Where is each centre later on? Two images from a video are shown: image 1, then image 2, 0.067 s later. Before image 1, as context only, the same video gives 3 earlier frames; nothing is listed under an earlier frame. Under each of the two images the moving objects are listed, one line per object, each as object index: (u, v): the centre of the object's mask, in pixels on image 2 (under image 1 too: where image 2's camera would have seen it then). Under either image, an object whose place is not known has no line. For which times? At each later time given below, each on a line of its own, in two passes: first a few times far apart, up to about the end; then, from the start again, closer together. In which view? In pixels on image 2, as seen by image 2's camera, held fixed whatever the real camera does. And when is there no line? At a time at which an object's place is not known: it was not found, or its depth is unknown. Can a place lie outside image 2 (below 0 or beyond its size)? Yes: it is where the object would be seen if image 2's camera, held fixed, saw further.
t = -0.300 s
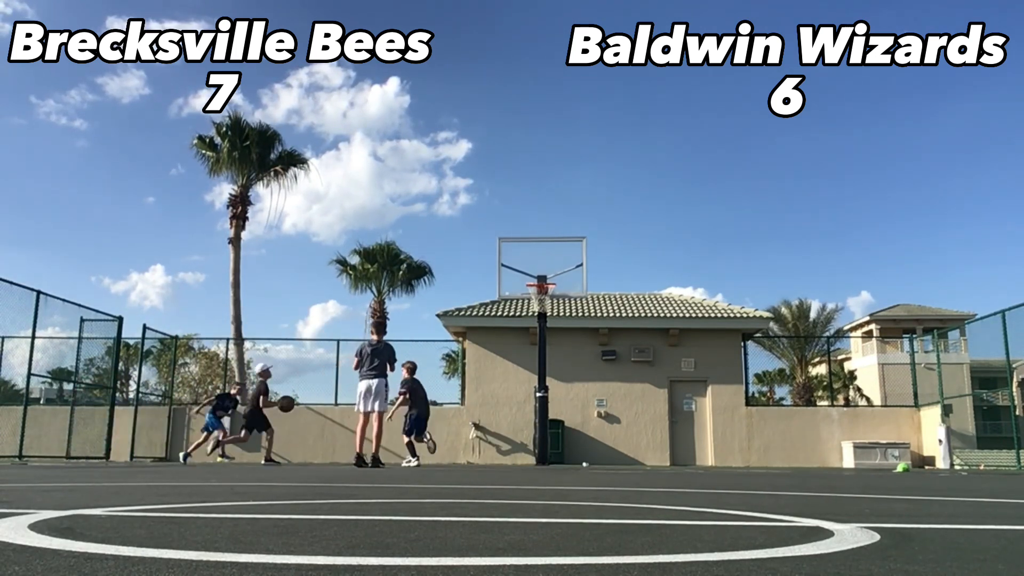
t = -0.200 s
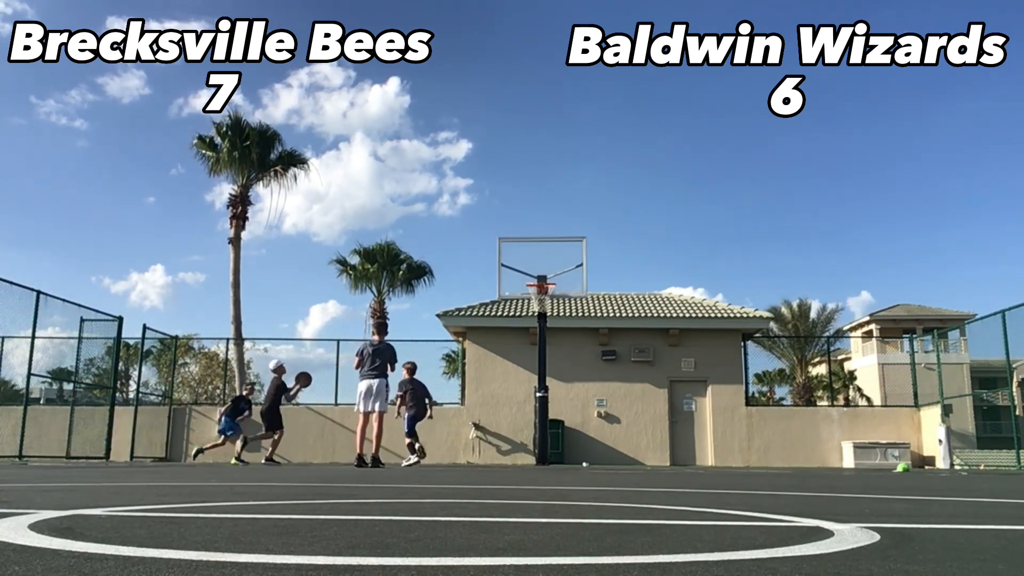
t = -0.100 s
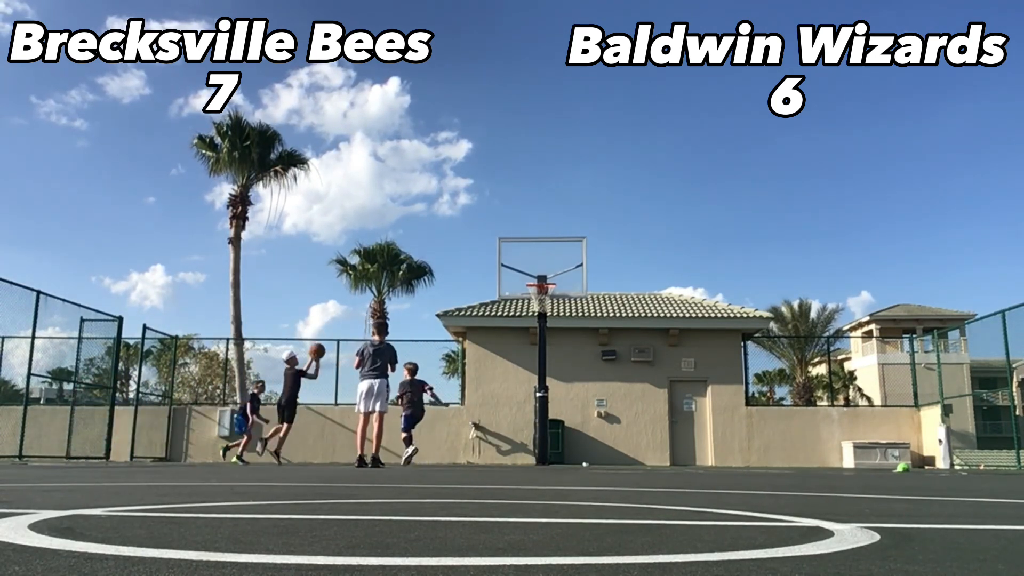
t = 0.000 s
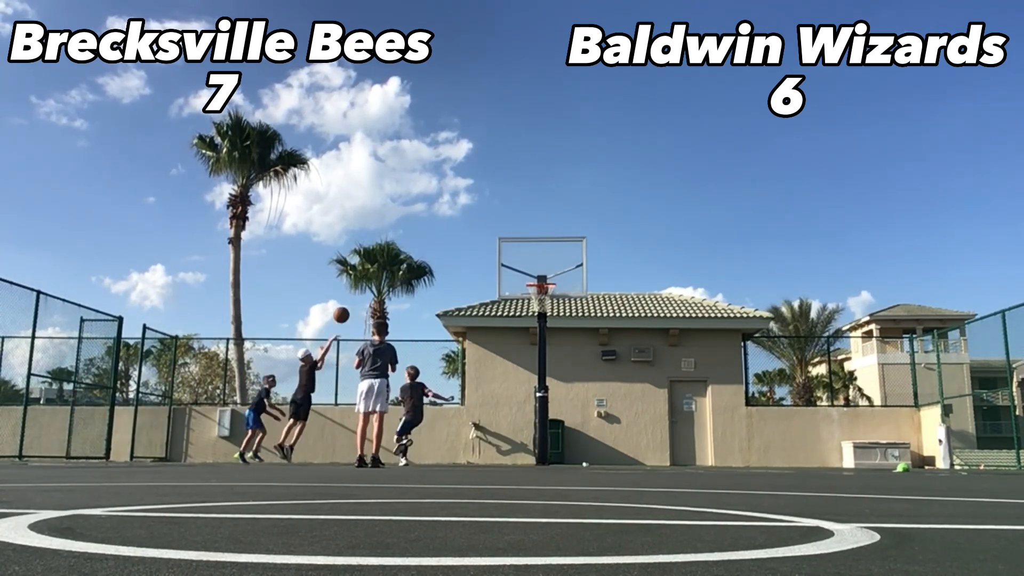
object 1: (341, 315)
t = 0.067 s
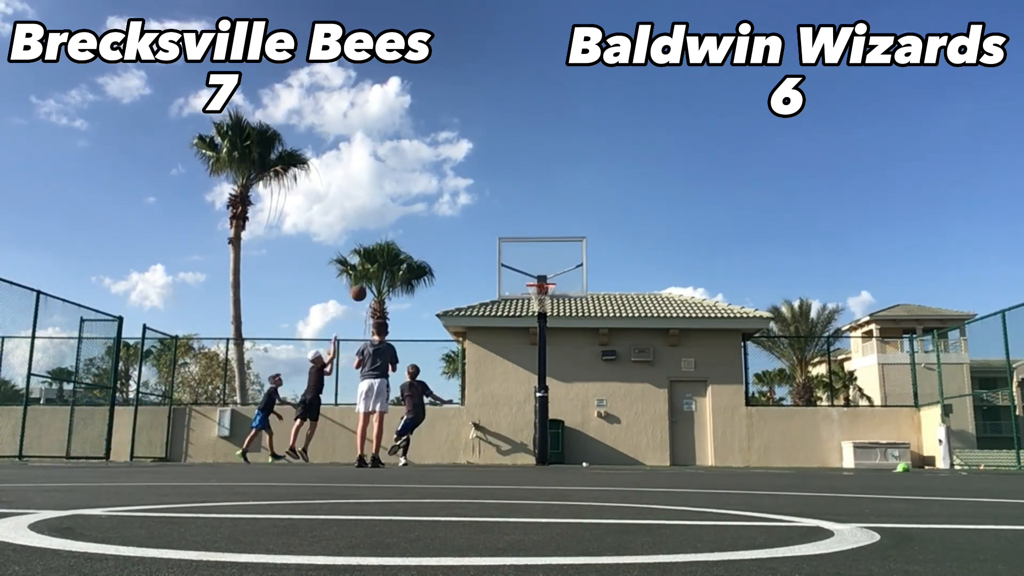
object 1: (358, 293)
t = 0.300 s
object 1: (414, 243)
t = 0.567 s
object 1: (470, 229)
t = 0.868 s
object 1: (528, 260)
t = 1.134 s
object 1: (535, 276)
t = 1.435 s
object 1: (539, 276)
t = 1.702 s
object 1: (545, 290)
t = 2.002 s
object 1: (538, 294)
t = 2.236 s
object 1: (539, 314)
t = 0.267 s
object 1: (407, 248)
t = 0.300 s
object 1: (414, 243)
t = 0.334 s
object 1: (421, 239)
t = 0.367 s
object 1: (429, 235)
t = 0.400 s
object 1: (436, 233)
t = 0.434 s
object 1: (443, 231)
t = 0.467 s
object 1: (450, 229)
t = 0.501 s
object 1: (456, 229)
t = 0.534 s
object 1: (464, 228)
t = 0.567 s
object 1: (470, 229)
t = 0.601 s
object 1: (477, 230)
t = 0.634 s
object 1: (483, 232)
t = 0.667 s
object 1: (490, 234)
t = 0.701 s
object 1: (496, 237)
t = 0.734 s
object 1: (503, 240)
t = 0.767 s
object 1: (509, 244)
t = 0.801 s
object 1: (515, 249)
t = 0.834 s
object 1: (522, 255)
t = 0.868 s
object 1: (528, 260)
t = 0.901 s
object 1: (534, 267)
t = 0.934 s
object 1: (540, 274)
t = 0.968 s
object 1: (545, 280)
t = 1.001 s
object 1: (543, 283)
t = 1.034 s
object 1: (541, 279)
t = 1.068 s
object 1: (539, 278)
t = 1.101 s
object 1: (537, 277)
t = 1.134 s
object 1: (535, 276)
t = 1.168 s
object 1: (535, 274)
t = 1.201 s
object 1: (536, 272)
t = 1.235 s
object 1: (536, 271)
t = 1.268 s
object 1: (536, 271)
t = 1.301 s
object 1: (537, 270)
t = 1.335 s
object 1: (537, 271)
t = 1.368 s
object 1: (538, 272)
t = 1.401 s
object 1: (538, 275)
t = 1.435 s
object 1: (539, 276)
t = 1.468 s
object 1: (539, 277)
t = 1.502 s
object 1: (540, 277)
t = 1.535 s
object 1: (540, 277)
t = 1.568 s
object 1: (541, 278)
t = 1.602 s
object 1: (542, 279)
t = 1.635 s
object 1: (543, 282)
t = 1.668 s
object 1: (543, 285)
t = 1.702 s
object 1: (545, 290)
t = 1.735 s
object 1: (546, 293)
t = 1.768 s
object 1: (544, 294)
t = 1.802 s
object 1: (543, 295)
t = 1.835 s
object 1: (541, 295)
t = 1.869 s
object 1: (540, 294)
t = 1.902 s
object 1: (538, 293)
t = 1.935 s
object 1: (538, 294)
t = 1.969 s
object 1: (539, 295)
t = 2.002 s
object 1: (538, 294)
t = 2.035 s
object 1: (535, 299)
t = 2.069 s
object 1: (534, 301)
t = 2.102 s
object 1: (535, 301)
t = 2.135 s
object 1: (535, 304)
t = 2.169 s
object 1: (535, 307)
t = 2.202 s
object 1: (536, 310)
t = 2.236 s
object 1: (539, 314)
